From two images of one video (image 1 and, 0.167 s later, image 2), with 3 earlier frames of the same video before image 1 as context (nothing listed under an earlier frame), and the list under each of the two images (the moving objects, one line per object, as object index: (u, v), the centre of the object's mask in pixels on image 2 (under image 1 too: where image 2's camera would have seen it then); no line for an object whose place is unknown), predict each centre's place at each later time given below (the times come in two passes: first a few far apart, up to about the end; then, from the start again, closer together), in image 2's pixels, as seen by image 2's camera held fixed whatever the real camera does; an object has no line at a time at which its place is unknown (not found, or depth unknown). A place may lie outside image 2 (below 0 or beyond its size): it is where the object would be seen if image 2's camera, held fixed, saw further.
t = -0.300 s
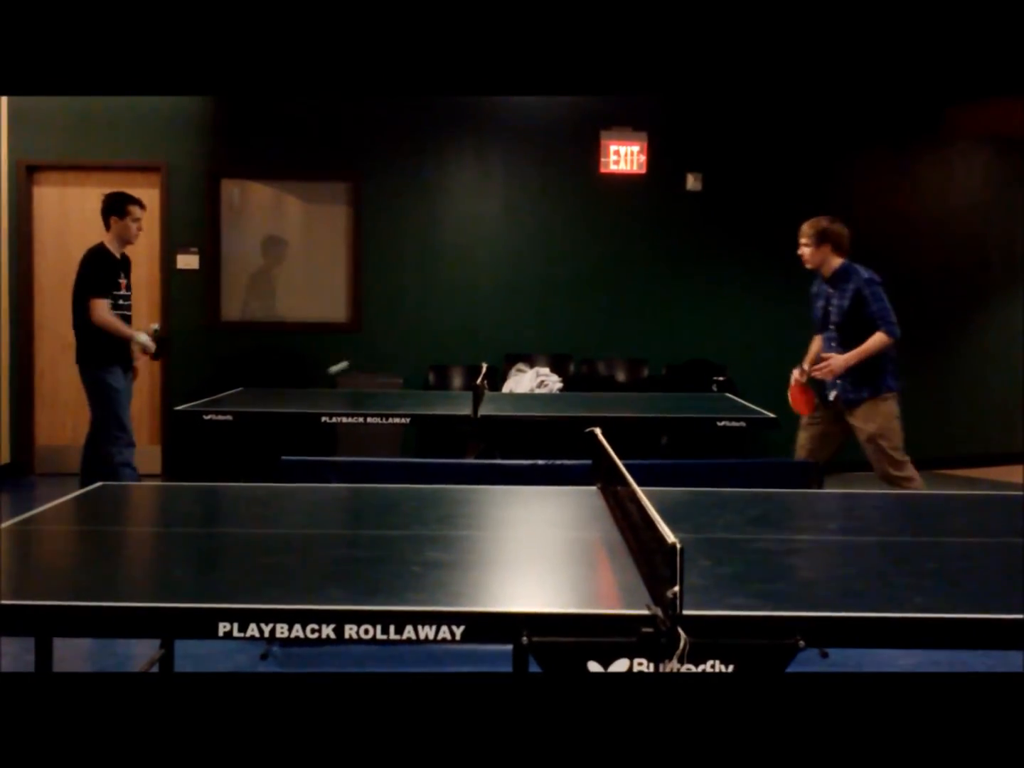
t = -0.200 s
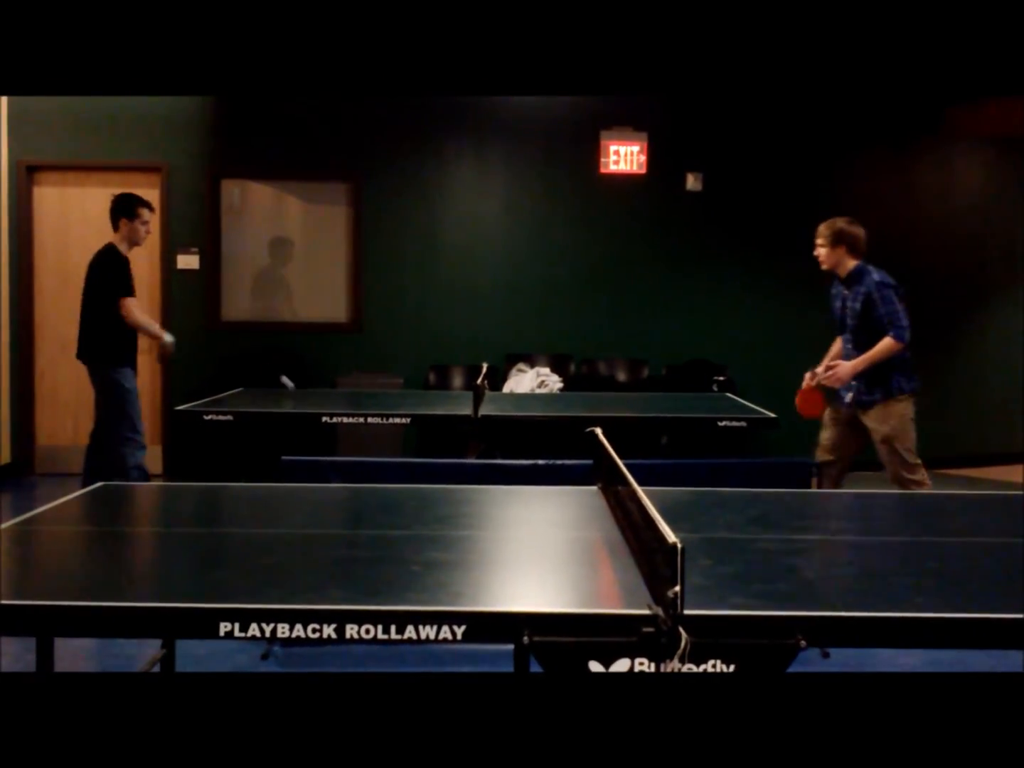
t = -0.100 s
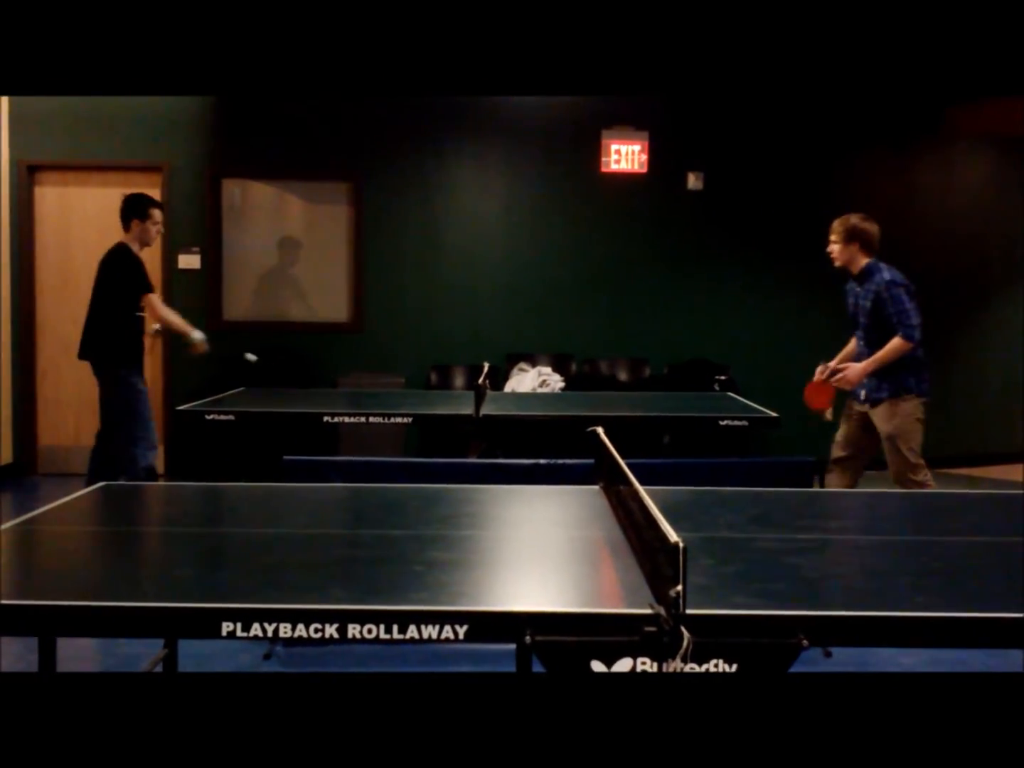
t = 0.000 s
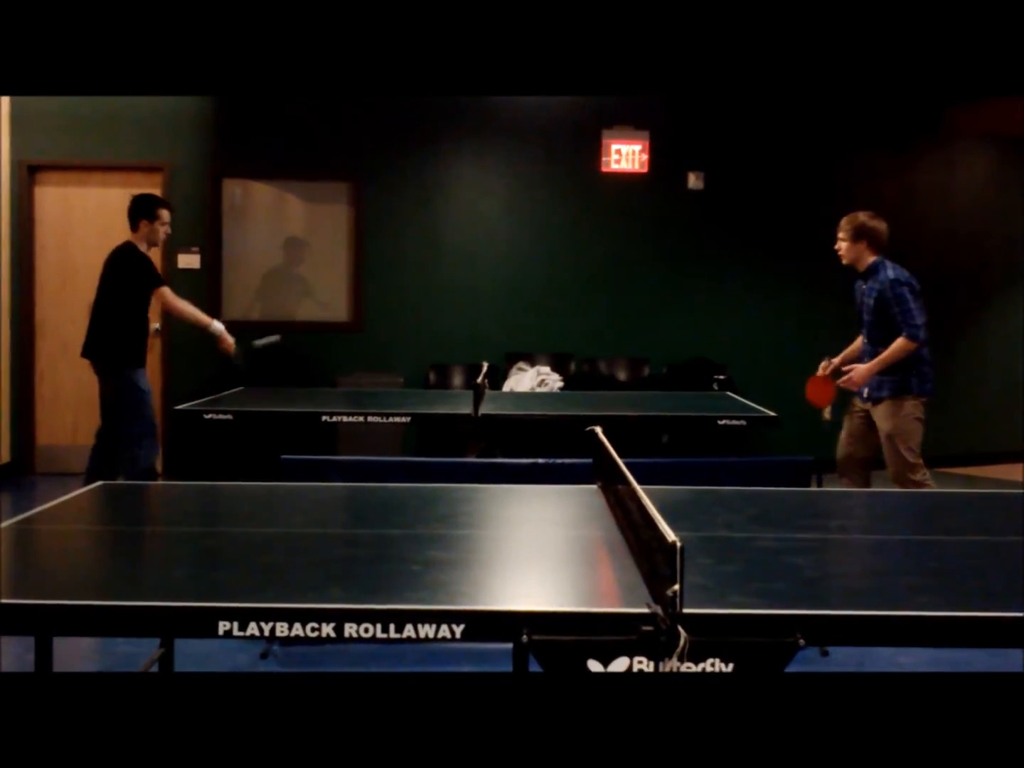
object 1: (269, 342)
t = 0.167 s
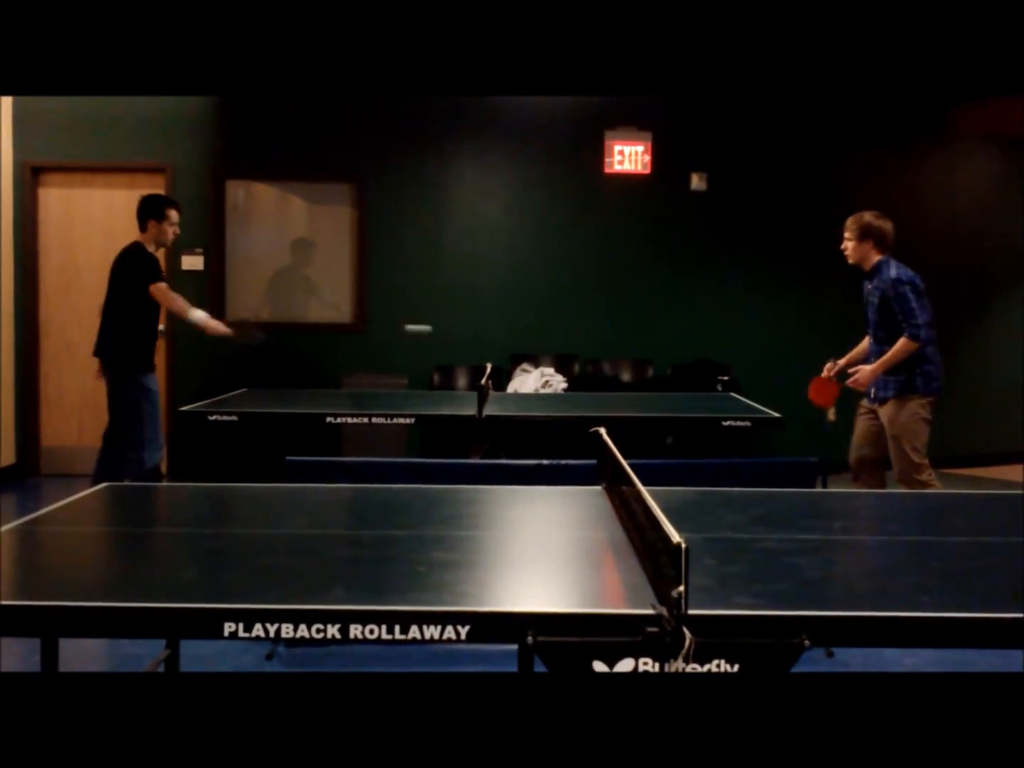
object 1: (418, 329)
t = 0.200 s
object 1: (444, 330)
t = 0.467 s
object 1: (641, 383)
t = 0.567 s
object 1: (690, 358)
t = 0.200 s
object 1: (444, 330)
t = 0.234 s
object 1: (472, 335)
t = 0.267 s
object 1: (498, 341)
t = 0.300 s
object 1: (523, 348)
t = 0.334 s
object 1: (549, 359)
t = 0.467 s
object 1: (641, 383)
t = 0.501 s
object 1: (658, 372)
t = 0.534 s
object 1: (673, 365)
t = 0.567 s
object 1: (690, 358)
